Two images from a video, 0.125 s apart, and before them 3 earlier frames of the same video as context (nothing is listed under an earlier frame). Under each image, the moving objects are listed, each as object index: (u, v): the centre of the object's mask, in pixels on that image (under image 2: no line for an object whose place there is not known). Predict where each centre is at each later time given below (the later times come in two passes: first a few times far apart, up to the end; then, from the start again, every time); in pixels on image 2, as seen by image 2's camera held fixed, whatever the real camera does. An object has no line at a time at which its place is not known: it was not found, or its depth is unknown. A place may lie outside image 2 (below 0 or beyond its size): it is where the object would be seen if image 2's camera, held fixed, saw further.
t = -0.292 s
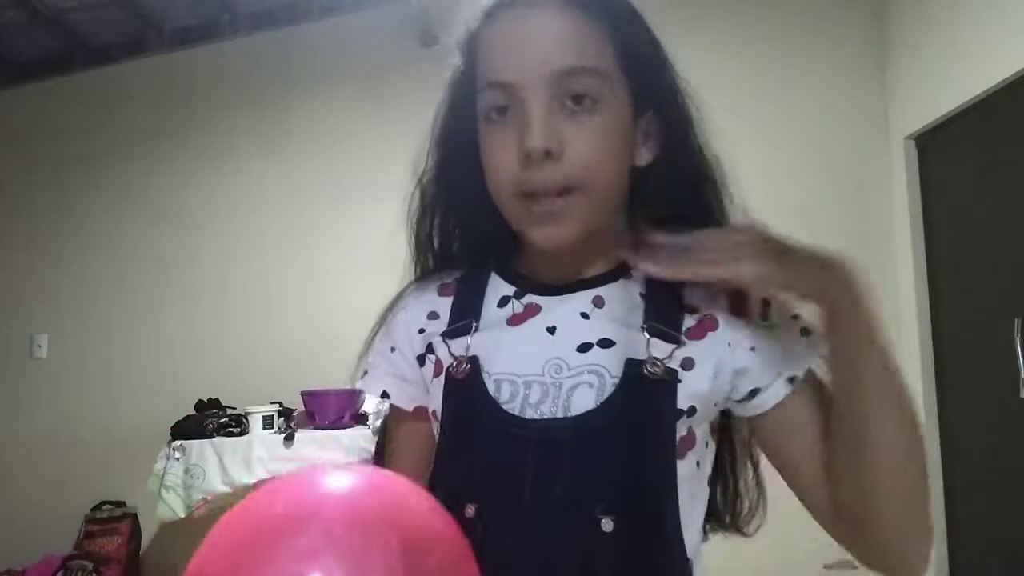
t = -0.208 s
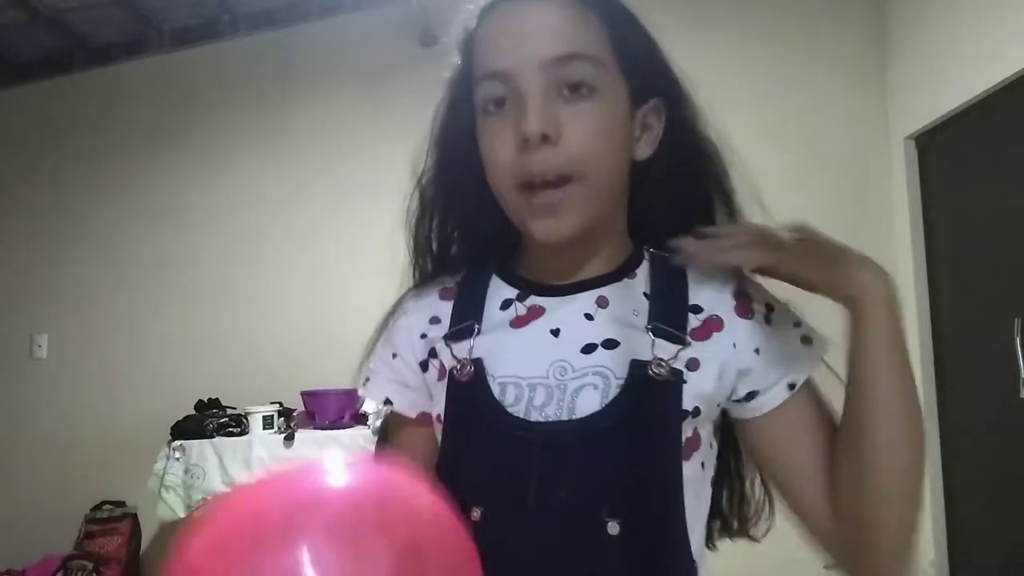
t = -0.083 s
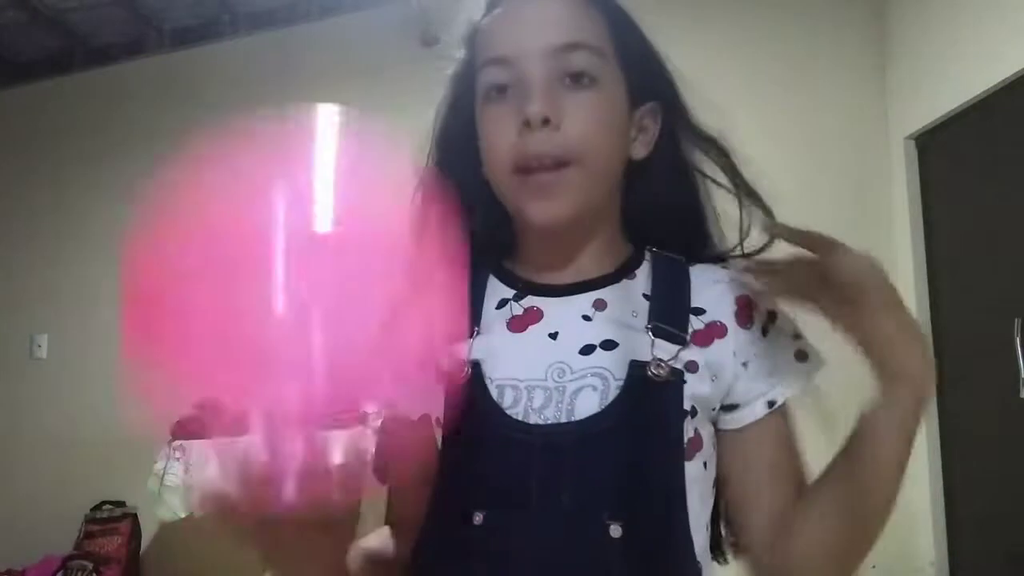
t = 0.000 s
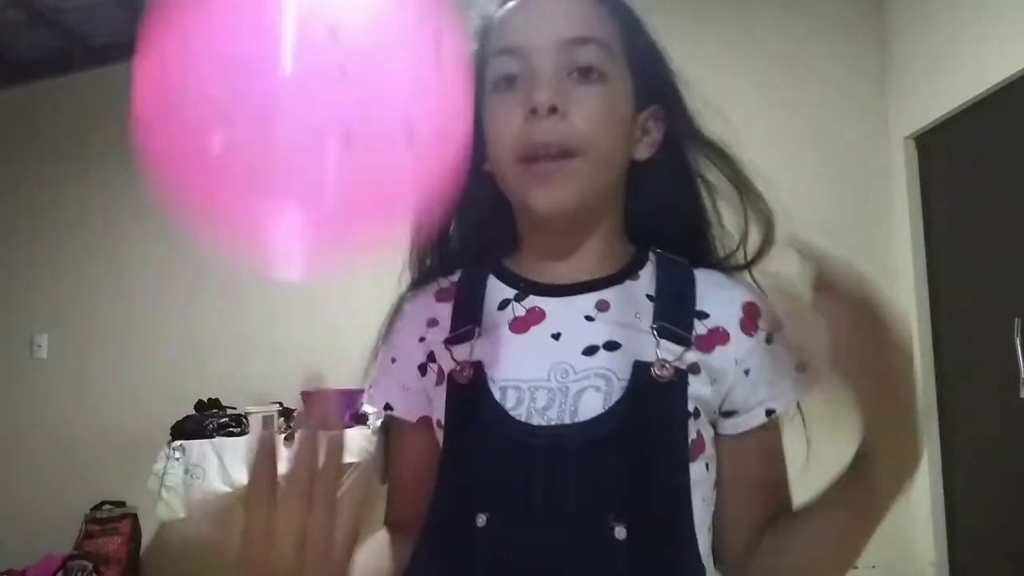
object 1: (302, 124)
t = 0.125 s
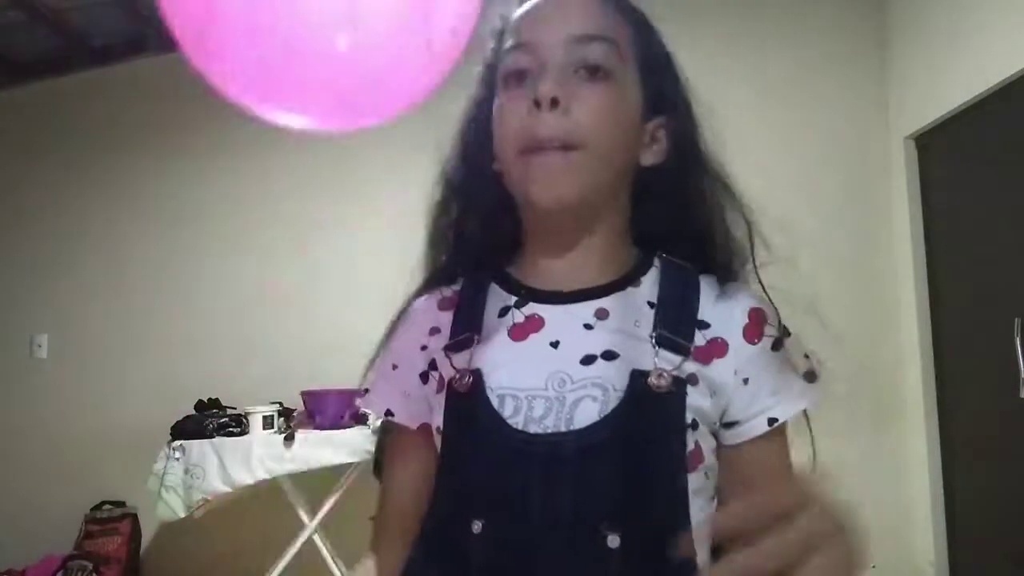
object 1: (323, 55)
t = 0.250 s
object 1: (328, 124)
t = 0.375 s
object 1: (327, 437)
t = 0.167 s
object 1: (329, 60)
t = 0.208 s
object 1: (328, 81)
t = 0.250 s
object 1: (328, 124)
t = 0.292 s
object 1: (325, 185)
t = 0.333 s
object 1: (329, 321)
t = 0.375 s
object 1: (327, 437)
